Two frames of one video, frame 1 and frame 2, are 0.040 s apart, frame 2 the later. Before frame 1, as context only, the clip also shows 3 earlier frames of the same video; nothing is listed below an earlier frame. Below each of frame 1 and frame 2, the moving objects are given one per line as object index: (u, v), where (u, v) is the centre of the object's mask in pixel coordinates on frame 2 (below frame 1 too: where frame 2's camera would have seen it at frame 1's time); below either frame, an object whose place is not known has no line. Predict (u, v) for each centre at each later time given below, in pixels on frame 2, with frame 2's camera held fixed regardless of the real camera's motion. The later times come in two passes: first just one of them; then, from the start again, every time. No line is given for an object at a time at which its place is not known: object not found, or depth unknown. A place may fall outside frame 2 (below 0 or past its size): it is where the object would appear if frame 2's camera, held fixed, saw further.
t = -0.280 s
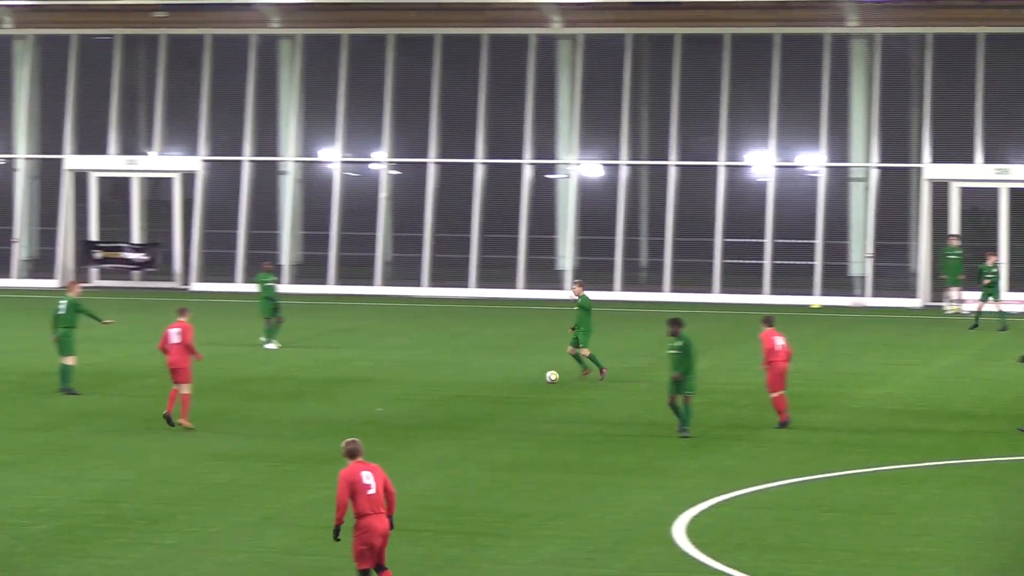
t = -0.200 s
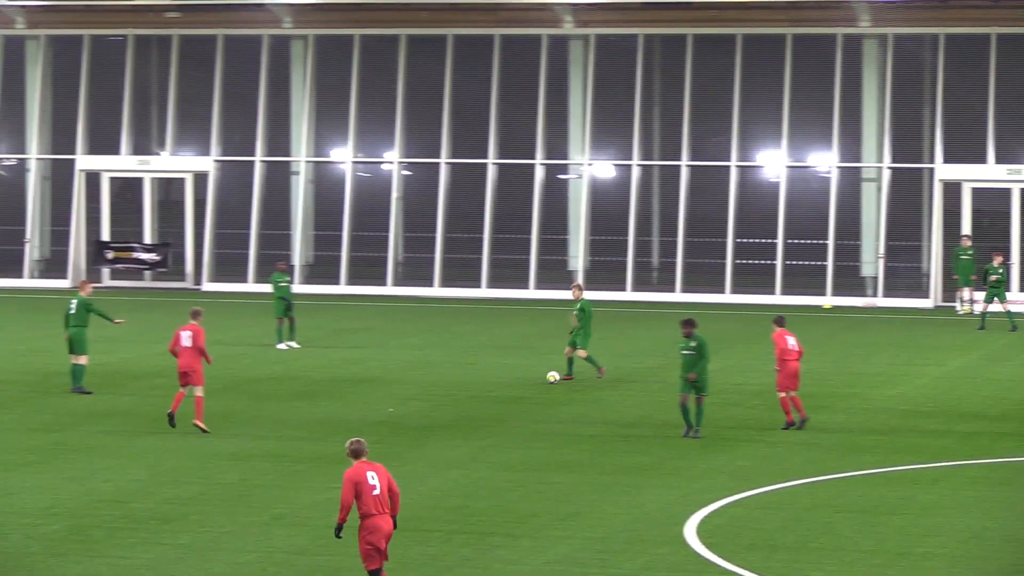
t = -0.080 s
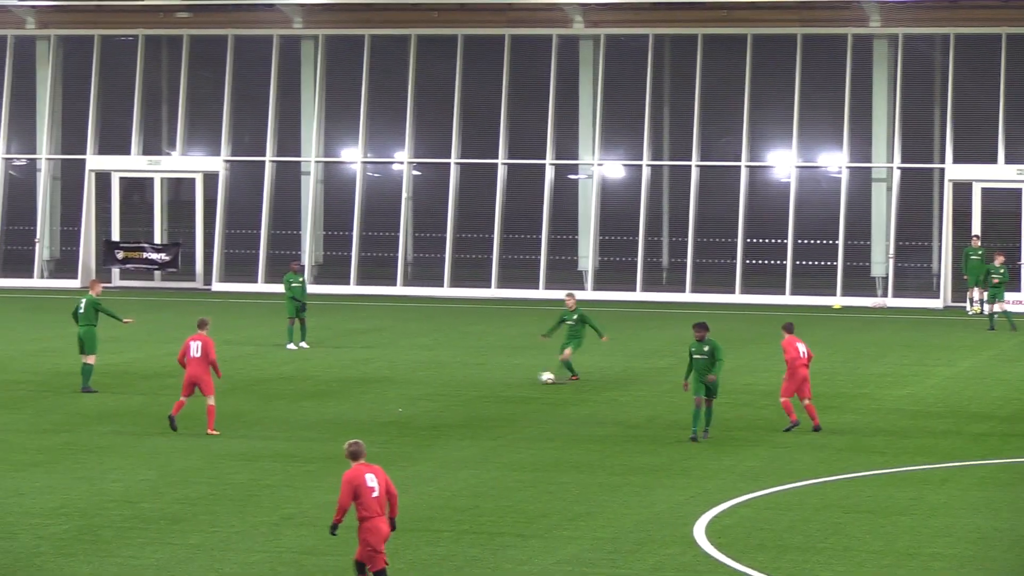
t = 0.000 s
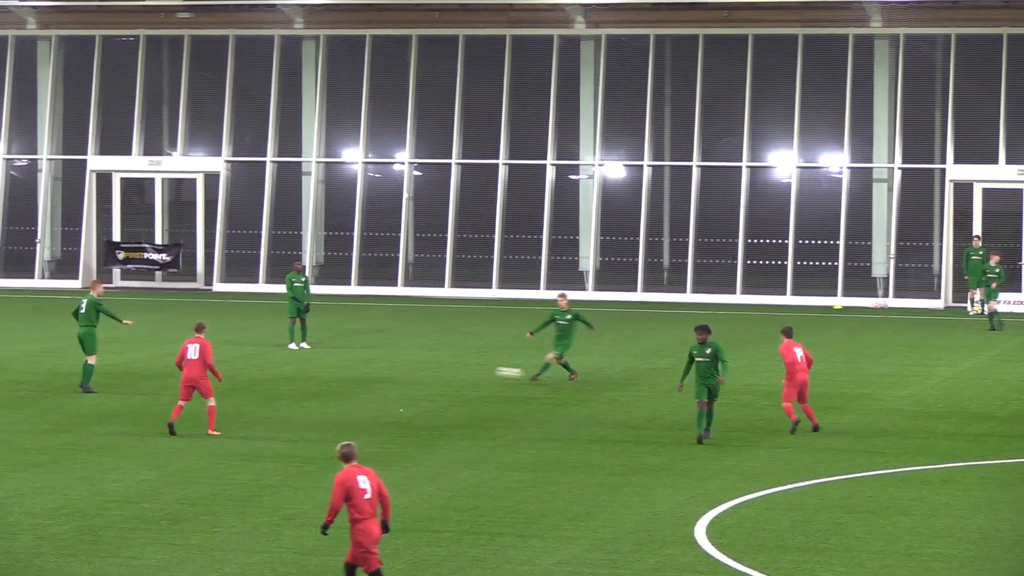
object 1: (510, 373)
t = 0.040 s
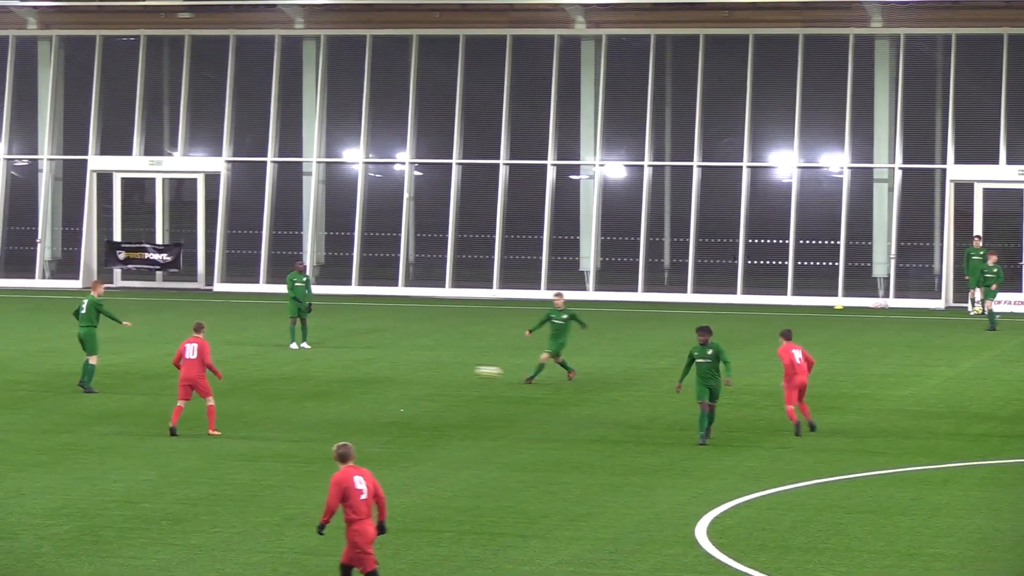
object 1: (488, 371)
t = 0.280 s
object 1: (359, 381)
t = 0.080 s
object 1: (466, 371)
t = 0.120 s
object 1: (445, 371)
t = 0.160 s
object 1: (423, 373)
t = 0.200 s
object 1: (402, 375)
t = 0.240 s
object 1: (380, 378)
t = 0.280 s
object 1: (359, 381)
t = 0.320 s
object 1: (339, 381)
